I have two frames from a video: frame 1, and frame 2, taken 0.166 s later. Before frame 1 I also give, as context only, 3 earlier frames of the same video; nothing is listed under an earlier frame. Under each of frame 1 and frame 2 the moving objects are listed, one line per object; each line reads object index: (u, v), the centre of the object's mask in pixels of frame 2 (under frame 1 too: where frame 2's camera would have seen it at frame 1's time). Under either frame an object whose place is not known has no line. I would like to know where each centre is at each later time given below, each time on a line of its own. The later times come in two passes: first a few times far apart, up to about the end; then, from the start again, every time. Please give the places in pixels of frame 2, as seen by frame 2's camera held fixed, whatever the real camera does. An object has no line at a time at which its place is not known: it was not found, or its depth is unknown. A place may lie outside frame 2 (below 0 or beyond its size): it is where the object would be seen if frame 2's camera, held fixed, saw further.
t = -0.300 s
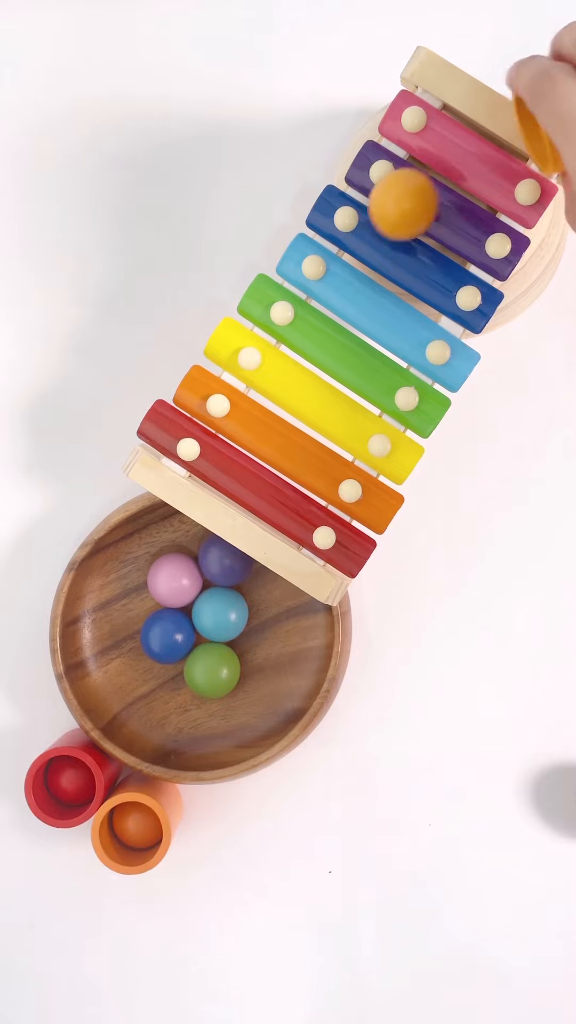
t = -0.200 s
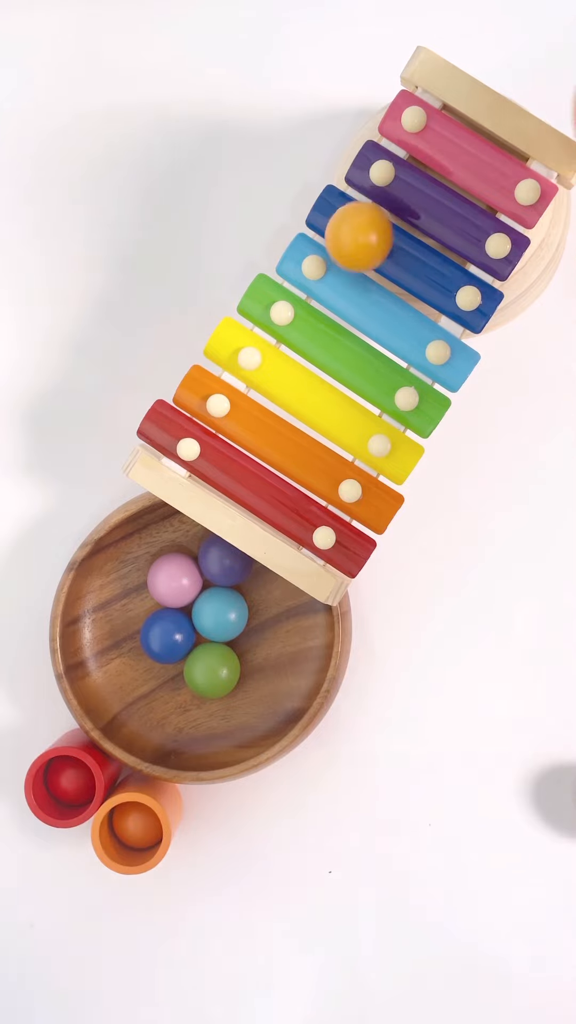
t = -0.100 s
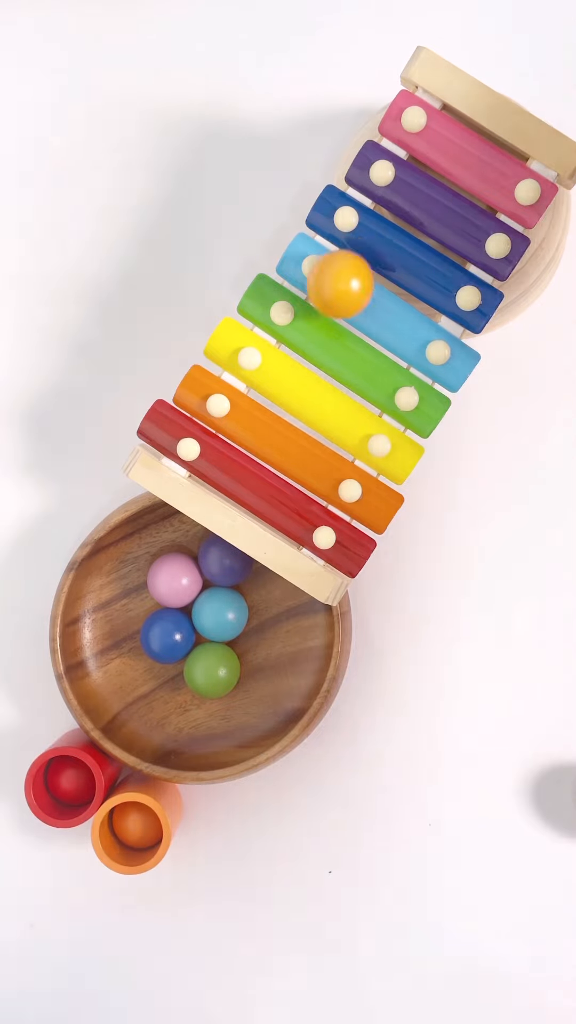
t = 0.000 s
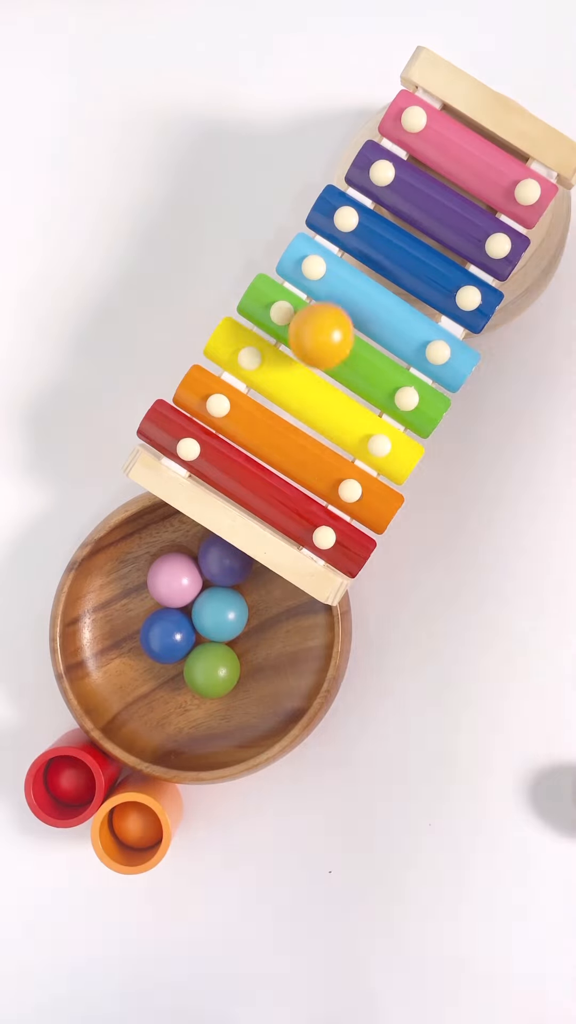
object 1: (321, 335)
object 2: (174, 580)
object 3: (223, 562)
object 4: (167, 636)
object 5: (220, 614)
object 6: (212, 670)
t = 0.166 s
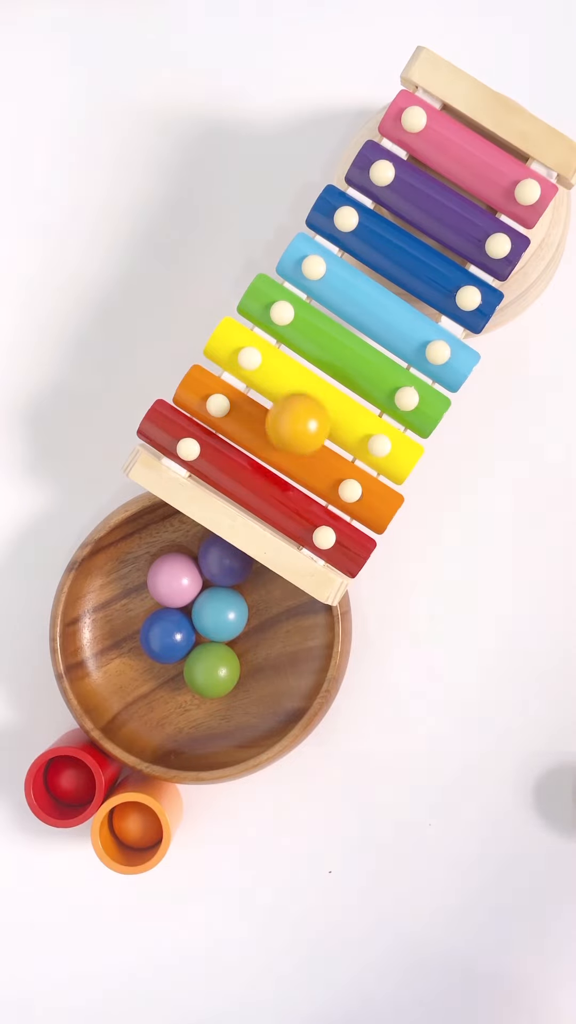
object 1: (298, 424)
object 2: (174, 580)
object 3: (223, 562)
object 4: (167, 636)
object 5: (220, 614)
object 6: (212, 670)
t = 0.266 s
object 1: (288, 477)
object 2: (174, 580)
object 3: (223, 562)
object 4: (167, 636)
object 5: (220, 614)
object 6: (212, 670)
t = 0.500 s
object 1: (257, 618)
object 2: (174, 580)
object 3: (224, 562)
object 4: (167, 635)
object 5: (213, 613)
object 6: (212, 670)
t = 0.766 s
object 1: (240, 690)
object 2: (137, 562)
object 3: (224, 569)
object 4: (125, 643)
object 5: (179, 602)
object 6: (185, 658)
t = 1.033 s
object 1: (198, 714)
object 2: (151, 566)
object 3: (245, 600)
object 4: (132, 622)
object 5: (188, 608)
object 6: (173, 662)
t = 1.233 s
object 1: (200, 709)
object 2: (190, 559)
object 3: (264, 635)
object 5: (214, 610)
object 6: (180, 655)
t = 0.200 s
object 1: (294, 442)
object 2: (174, 580)
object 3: (223, 562)
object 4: (167, 636)
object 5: (220, 614)
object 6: (212, 670)
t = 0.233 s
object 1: (291, 459)
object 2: (174, 580)
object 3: (223, 562)
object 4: (167, 636)
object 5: (220, 614)
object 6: (212, 670)
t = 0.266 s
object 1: (288, 477)
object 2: (174, 580)
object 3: (223, 562)
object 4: (167, 636)
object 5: (220, 614)
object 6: (212, 670)
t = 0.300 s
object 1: (283, 496)
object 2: (174, 580)
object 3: (223, 562)
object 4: (167, 636)
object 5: (220, 614)
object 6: (212, 670)
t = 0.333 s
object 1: (280, 514)
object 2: (174, 580)
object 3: (223, 562)
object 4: (167, 636)
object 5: (220, 614)
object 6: (212, 670)
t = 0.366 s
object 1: (276, 534)
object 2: (174, 580)
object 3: (223, 562)
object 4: (167, 636)
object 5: (220, 614)
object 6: (212, 670)
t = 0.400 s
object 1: (271, 555)
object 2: (174, 580)
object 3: (220, 562)
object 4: (167, 636)
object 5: (220, 614)
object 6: (212, 670)
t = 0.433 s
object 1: (265, 578)
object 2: (174, 580)
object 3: (218, 561)
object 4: (167, 636)
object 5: (219, 614)
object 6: (212, 670)
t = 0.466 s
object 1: (260, 599)
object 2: (174, 580)
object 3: (222, 561)
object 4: (167, 636)
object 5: (215, 616)
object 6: (212, 670)
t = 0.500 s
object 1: (257, 618)
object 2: (174, 580)
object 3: (224, 562)
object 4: (167, 635)
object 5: (213, 613)
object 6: (212, 670)
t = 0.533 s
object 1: (271, 638)
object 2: (169, 576)
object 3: (223, 562)
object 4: (161, 638)
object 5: (214, 613)
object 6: (212, 670)
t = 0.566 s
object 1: (296, 663)
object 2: (160, 570)
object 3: (223, 561)
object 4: (150, 642)
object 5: (208, 612)
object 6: (211, 669)
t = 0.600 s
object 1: (288, 673)
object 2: (154, 567)
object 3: (223, 561)
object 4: (143, 645)
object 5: (202, 611)
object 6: (210, 668)
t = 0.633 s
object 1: (271, 675)
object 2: (148, 564)
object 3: (223, 562)
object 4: (137, 647)
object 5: (196, 610)
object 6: (208, 665)
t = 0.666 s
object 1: (259, 679)
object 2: (143, 561)
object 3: (224, 563)
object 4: (134, 647)
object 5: (190, 607)
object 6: (202, 663)
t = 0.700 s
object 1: (254, 682)
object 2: (140, 560)
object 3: (224, 564)
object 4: (132, 647)
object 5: (184, 603)
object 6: (194, 661)
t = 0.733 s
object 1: (248, 686)
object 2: (139, 561)
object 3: (224, 567)
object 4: (130, 646)
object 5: (180, 601)
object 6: (187, 659)
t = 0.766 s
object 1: (240, 690)
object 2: (137, 562)
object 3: (224, 569)
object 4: (125, 643)
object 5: (179, 602)
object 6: (185, 658)
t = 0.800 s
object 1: (231, 694)
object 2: (136, 563)
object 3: (225, 572)
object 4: (122, 640)
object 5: (178, 602)
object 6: (183, 659)
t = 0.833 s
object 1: (224, 698)
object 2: (136, 565)
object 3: (226, 574)
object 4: (121, 636)
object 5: (178, 604)
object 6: (180, 660)
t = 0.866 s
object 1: (218, 702)
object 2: (135, 566)
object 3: (228, 577)
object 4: (121, 633)
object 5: (178, 605)
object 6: (178, 661)
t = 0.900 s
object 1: (213, 706)
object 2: (136, 569)
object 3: (230, 582)
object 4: (123, 628)
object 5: (179, 606)
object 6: (176, 662)
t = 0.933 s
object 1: (208, 709)
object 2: (138, 569)
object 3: (233, 587)
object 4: (126, 626)
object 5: (181, 607)
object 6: (175, 663)
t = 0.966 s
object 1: (204, 711)
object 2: (141, 567)
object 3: (237, 591)
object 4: (129, 626)
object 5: (183, 607)
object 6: (173, 663)
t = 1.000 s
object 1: (201, 713)
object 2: (146, 566)
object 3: (241, 595)
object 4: (130, 625)
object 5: (185, 608)
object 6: (173, 663)
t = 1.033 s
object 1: (198, 714)
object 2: (151, 566)
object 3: (245, 600)
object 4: (132, 622)
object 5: (188, 608)
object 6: (173, 662)
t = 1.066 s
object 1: (196, 714)
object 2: (157, 565)
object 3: (249, 605)
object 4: (135, 619)
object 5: (192, 609)
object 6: (173, 662)
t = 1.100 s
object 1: (195, 714)
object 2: (162, 565)
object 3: (253, 611)
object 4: (138, 616)
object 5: (196, 609)
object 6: (173, 661)
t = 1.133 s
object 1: (195, 713)
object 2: (169, 563)
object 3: (257, 617)
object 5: (201, 610)
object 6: (175, 659)
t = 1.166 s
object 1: (196, 712)
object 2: (176, 562)
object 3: (260, 624)
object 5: (206, 610)
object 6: (176, 658)
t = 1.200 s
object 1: (198, 710)
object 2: (183, 561)
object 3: (262, 630)
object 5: (210, 610)
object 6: (178, 657)
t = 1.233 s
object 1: (200, 709)
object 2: (190, 559)
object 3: (264, 635)
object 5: (214, 610)
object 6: (180, 655)
